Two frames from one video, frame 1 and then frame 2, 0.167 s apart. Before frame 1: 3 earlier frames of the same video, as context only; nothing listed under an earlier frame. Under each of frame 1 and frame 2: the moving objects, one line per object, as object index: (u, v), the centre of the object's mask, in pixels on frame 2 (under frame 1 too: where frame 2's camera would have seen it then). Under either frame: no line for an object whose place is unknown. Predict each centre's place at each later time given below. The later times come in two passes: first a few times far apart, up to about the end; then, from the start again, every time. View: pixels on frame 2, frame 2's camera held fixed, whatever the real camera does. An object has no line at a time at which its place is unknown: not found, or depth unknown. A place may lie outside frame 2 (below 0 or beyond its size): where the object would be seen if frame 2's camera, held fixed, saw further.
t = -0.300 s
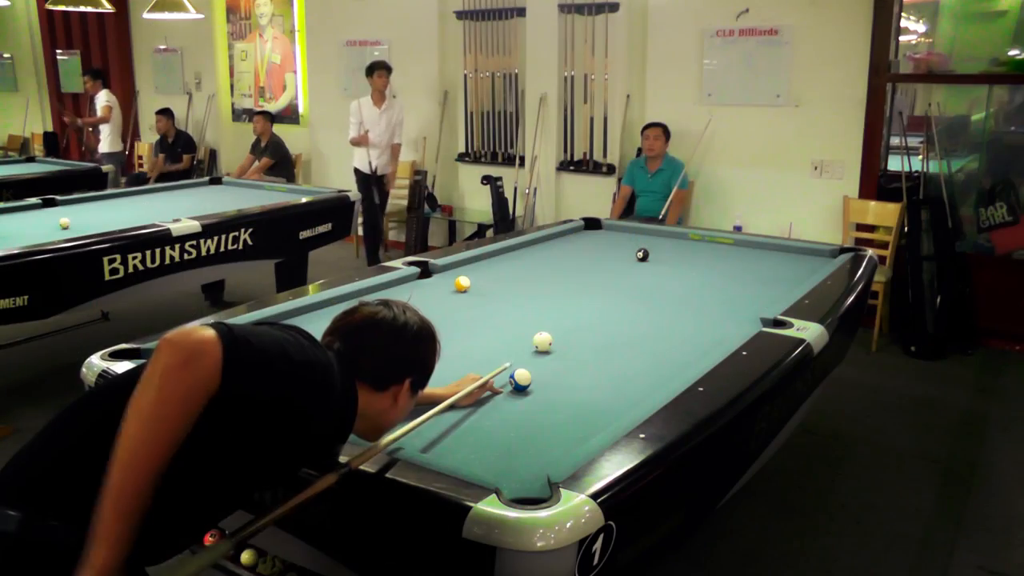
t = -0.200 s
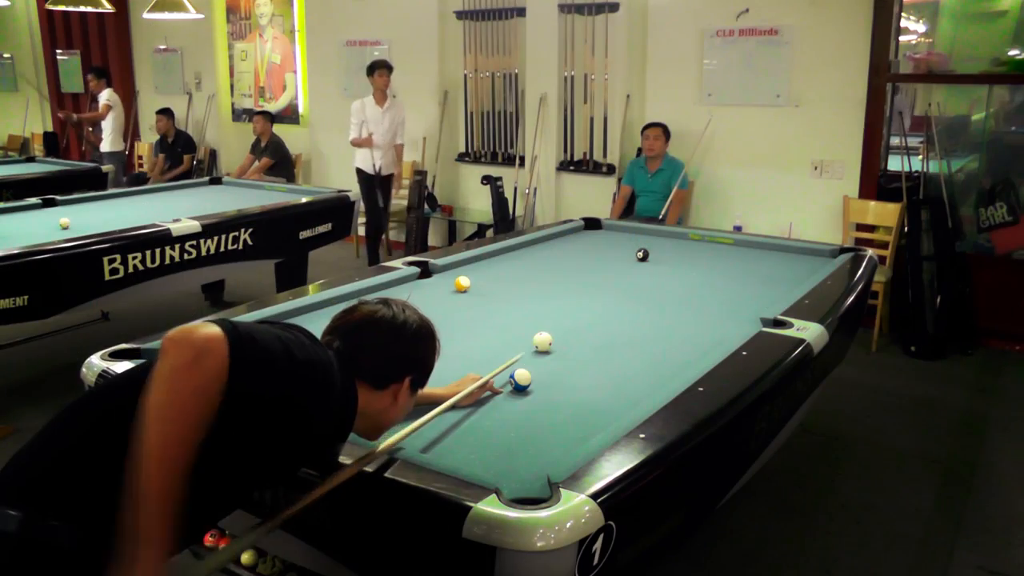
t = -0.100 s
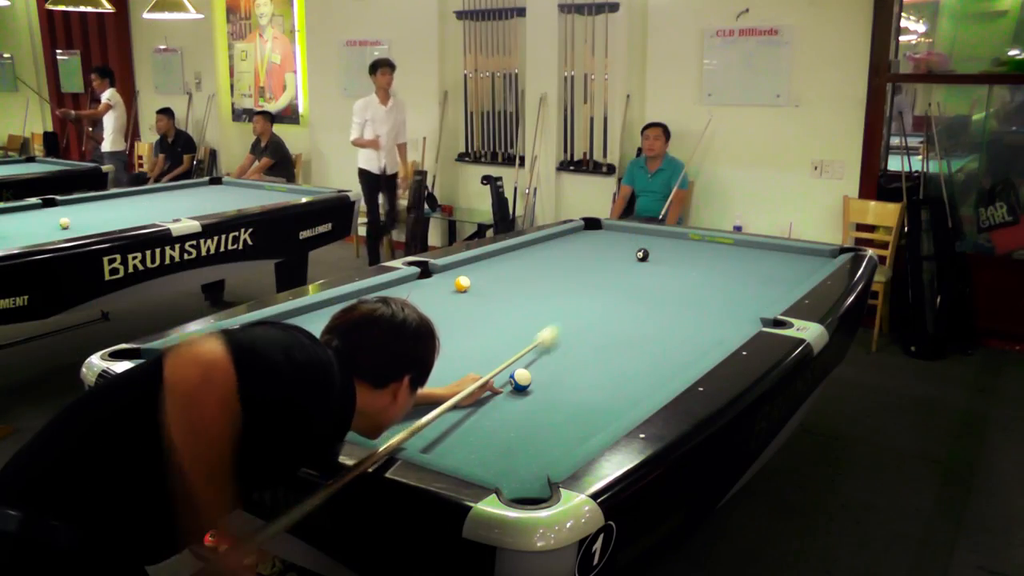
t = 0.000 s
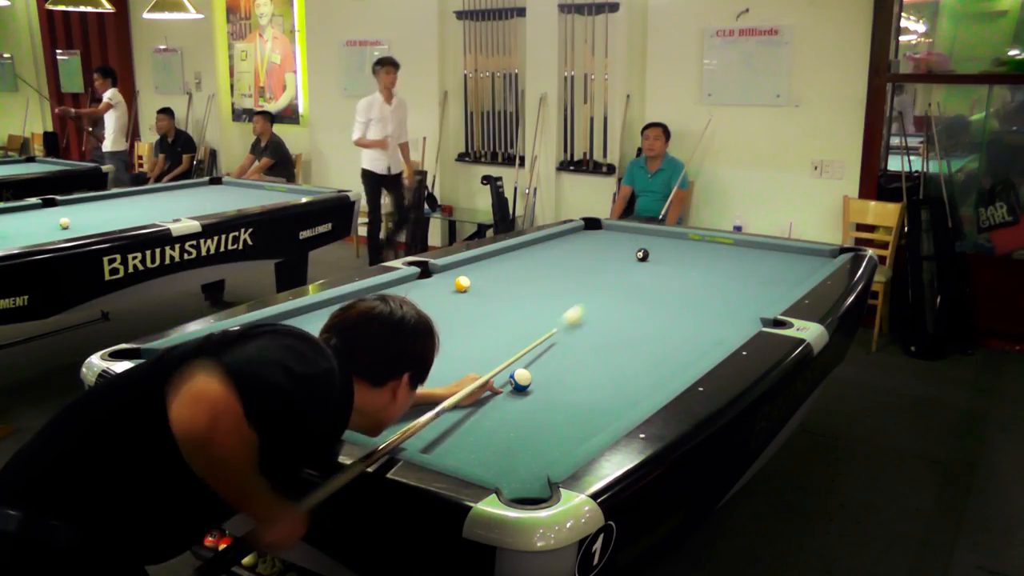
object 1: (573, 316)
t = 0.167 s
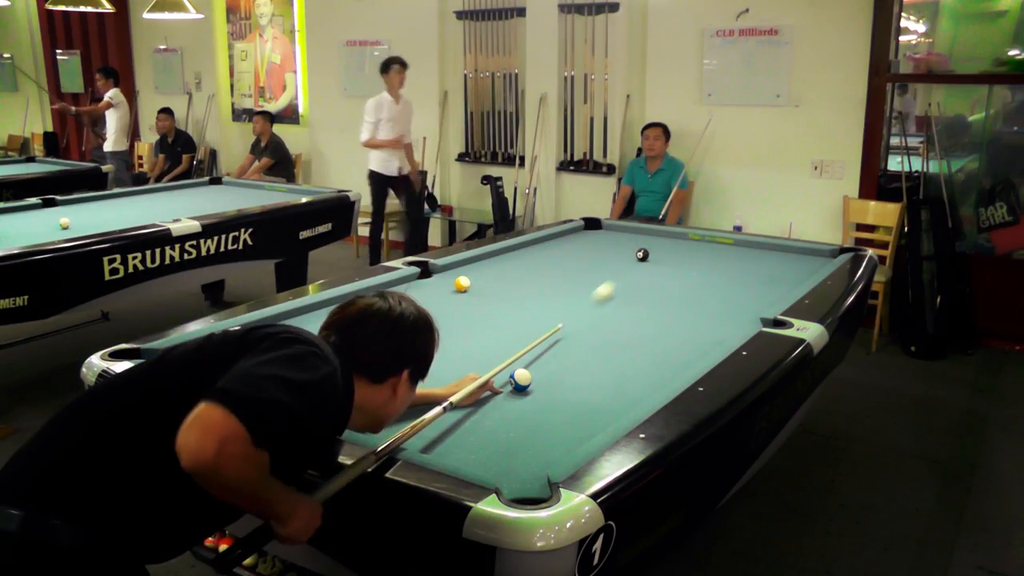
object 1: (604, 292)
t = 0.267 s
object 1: (620, 278)
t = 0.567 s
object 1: (672, 255)
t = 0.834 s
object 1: (730, 247)
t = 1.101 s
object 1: (758, 248)
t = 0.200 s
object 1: (611, 285)
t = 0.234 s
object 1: (616, 281)
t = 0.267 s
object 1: (620, 278)
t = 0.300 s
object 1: (626, 273)
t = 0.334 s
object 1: (630, 269)
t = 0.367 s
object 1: (634, 267)
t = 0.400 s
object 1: (640, 262)
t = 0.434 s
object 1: (645, 259)
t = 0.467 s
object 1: (650, 257)
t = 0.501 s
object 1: (658, 255)
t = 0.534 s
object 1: (666, 255)
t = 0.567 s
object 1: (672, 255)
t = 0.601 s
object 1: (682, 254)
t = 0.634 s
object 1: (689, 253)
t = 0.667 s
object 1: (694, 252)
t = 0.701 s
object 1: (704, 250)
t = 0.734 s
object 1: (710, 250)
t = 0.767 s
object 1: (715, 249)
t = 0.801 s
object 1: (725, 247)
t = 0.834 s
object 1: (730, 247)
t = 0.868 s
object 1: (734, 246)
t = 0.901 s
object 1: (743, 245)
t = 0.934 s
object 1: (748, 244)
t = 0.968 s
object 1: (752, 244)
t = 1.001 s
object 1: (755, 245)
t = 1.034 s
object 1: (756, 246)
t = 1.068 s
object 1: (756, 247)
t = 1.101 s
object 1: (758, 248)
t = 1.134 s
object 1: (759, 249)
